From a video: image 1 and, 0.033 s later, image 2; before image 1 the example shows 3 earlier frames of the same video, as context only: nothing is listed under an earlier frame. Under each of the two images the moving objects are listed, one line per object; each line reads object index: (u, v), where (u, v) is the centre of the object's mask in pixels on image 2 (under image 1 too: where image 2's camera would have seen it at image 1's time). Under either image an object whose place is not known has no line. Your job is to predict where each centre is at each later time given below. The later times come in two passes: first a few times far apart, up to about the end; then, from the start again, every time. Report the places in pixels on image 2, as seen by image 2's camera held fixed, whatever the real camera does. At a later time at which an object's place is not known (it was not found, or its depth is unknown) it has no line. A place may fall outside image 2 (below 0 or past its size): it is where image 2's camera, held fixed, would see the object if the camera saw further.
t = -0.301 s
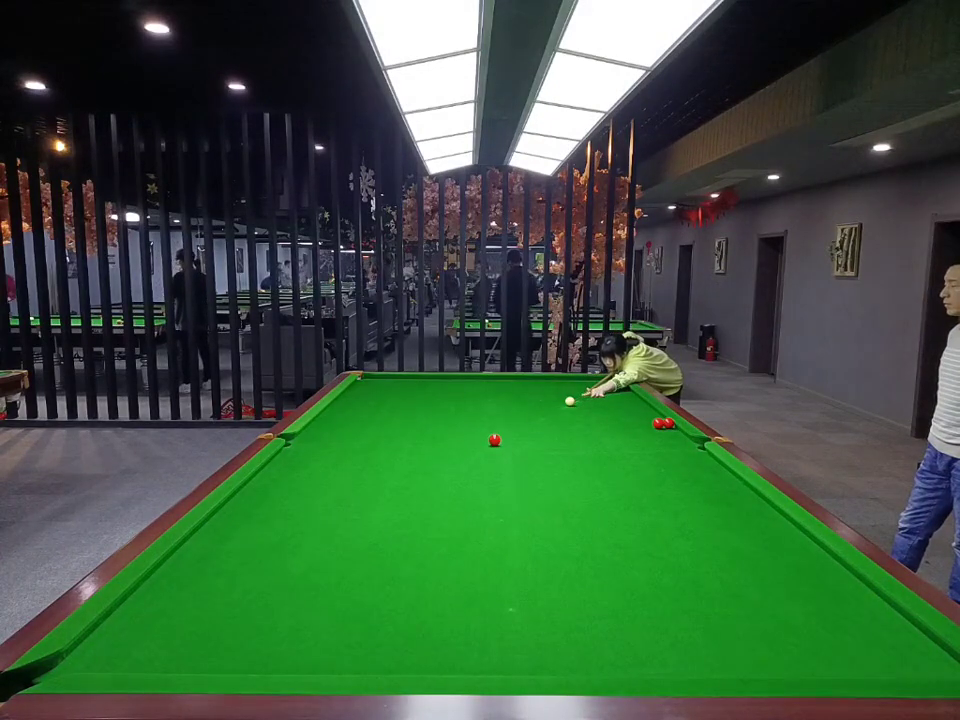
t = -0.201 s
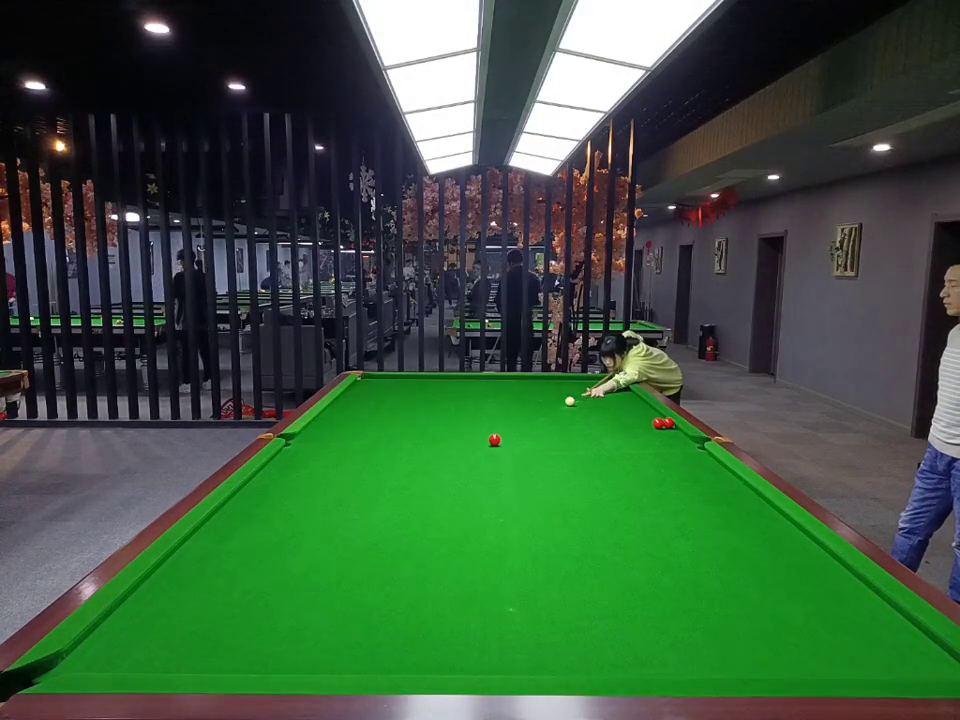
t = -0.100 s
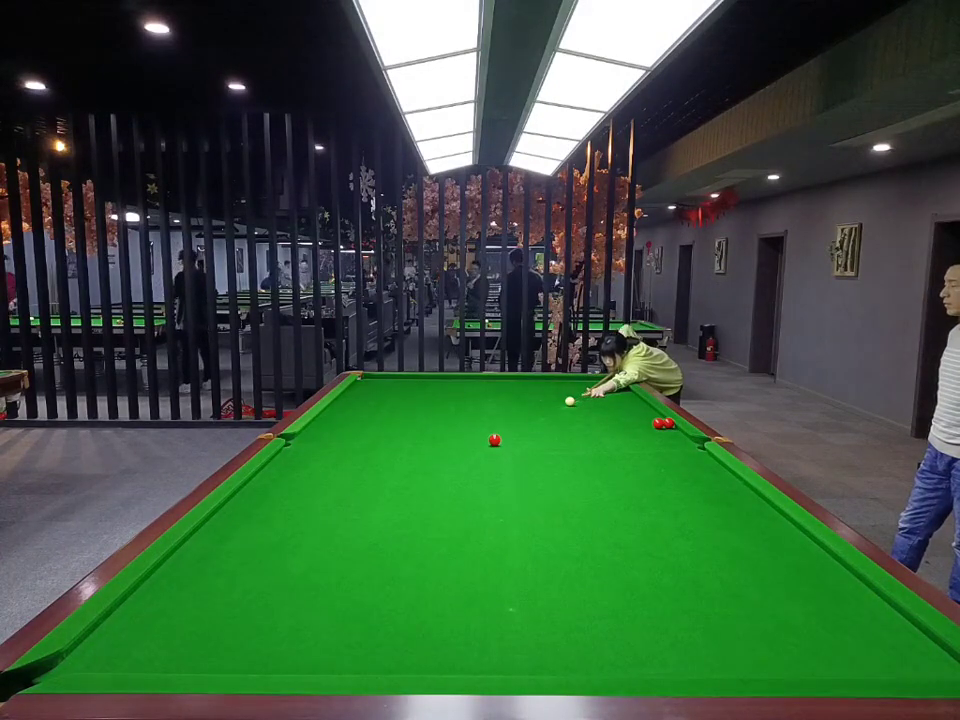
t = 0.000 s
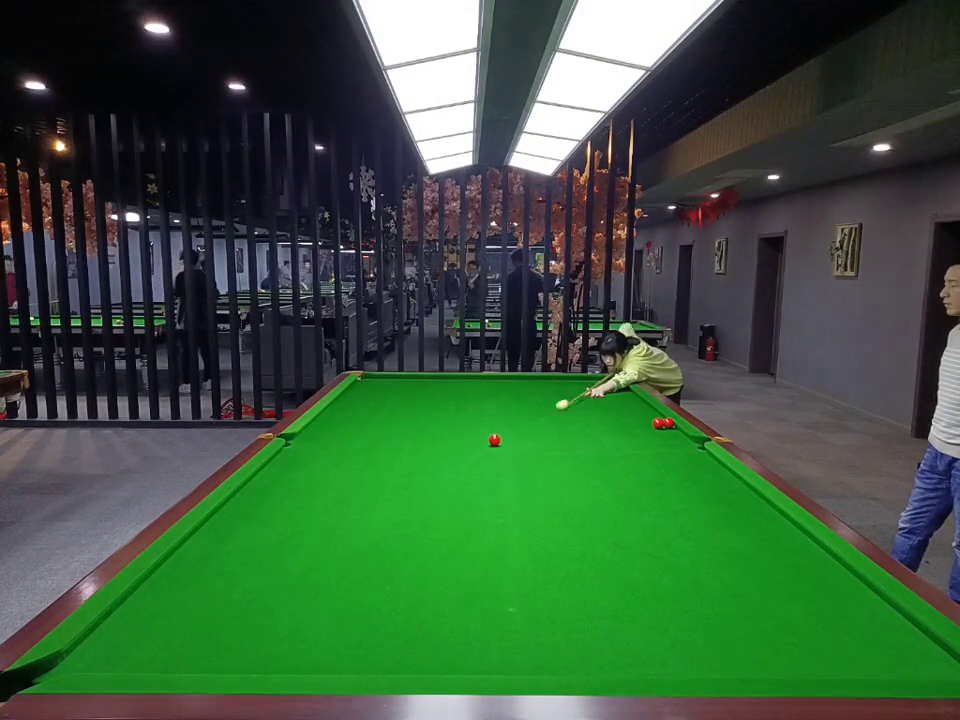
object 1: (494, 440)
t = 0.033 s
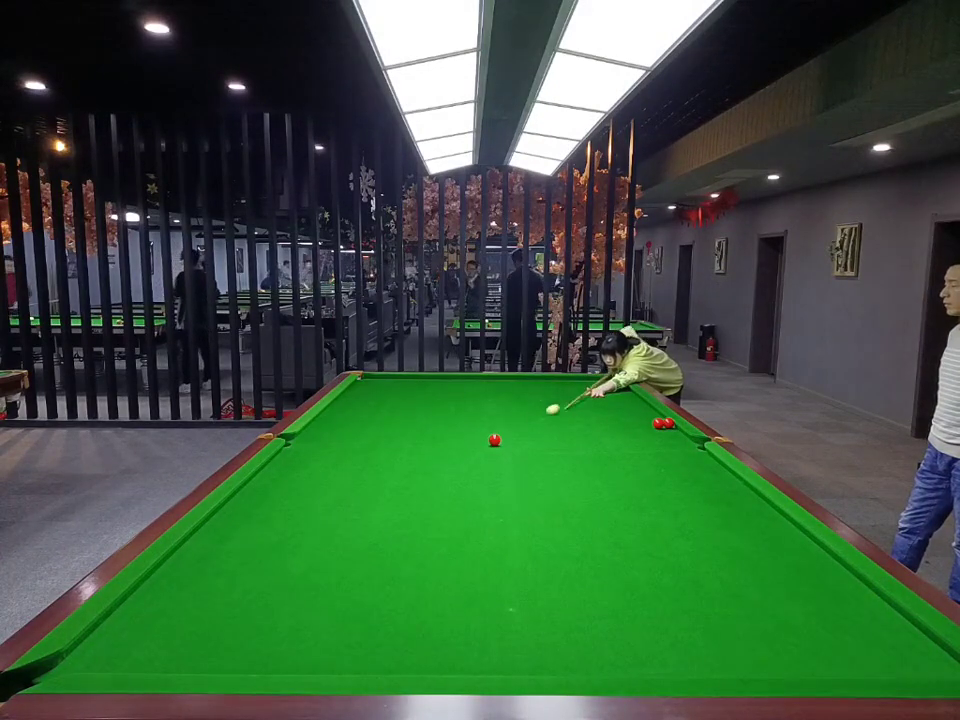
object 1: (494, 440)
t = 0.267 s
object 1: (465, 455)
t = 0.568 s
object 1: (284, 551)
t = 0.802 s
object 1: (16, 687)
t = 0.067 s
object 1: (494, 440)
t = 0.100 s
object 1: (494, 440)
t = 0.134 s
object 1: (494, 440)
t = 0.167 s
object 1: (494, 440)
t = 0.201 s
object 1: (492, 441)
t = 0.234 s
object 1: (479, 448)
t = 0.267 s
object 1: (465, 455)
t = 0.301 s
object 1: (450, 463)
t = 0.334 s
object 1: (433, 472)
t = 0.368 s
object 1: (416, 481)
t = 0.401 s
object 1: (398, 490)
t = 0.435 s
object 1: (379, 500)
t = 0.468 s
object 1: (357, 512)
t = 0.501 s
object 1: (335, 524)
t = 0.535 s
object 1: (310, 537)
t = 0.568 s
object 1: (284, 551)
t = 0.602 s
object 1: (255, 566)
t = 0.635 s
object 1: (223, 583)
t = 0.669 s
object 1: (189, 600)
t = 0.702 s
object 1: (153, 620)
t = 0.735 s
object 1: (112, 641)
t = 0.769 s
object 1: (65, 664)
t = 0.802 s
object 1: (16, 687)
